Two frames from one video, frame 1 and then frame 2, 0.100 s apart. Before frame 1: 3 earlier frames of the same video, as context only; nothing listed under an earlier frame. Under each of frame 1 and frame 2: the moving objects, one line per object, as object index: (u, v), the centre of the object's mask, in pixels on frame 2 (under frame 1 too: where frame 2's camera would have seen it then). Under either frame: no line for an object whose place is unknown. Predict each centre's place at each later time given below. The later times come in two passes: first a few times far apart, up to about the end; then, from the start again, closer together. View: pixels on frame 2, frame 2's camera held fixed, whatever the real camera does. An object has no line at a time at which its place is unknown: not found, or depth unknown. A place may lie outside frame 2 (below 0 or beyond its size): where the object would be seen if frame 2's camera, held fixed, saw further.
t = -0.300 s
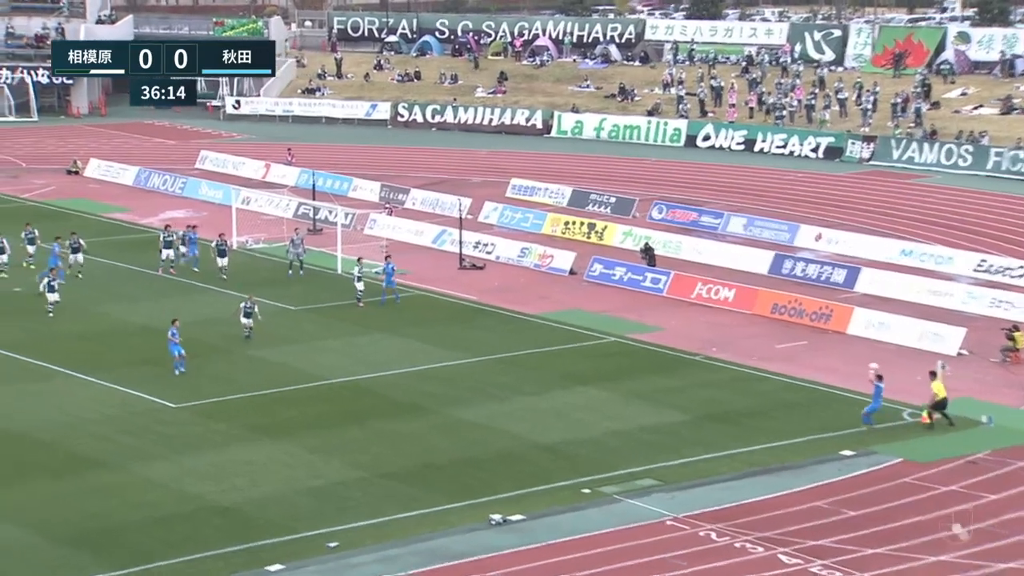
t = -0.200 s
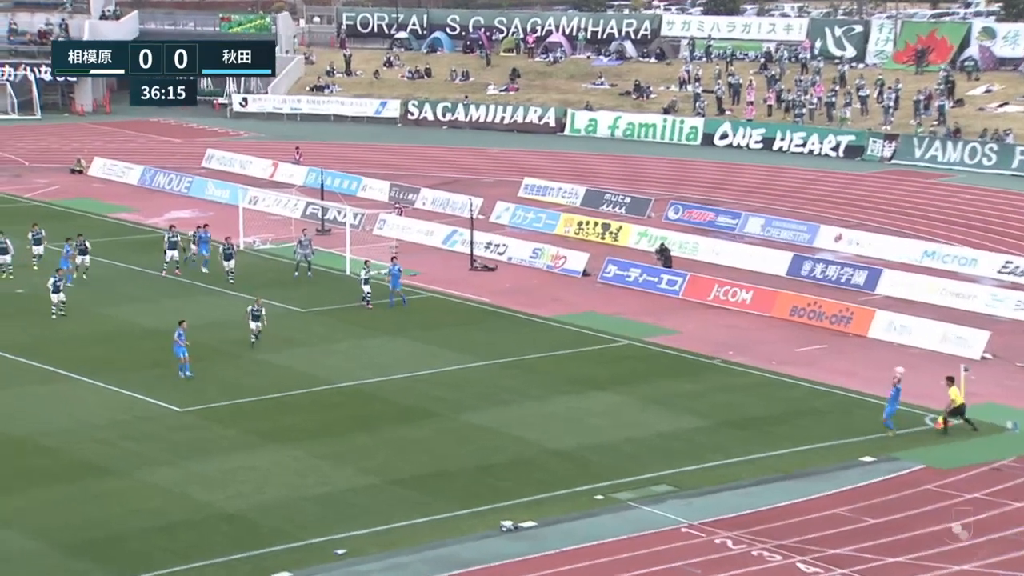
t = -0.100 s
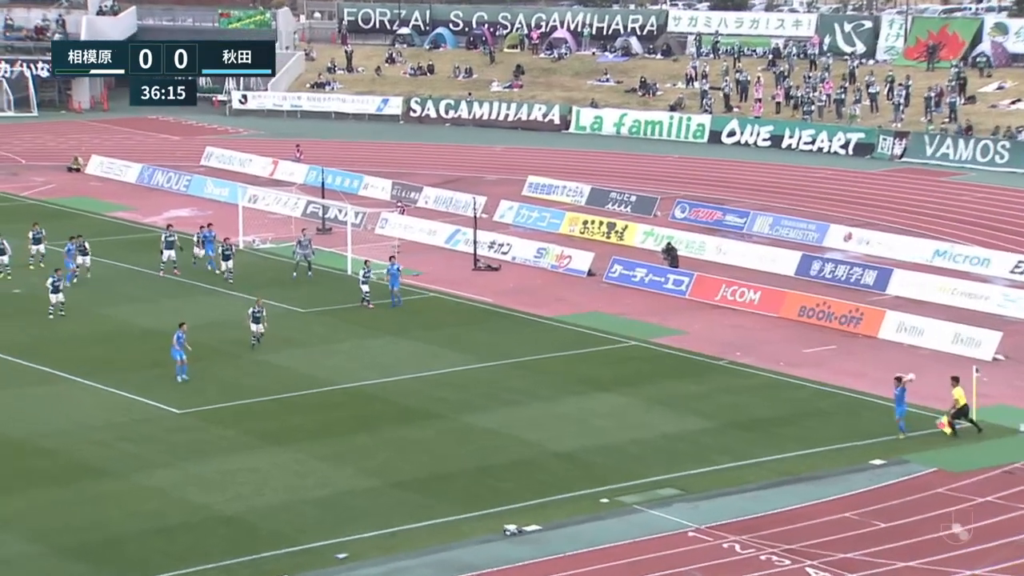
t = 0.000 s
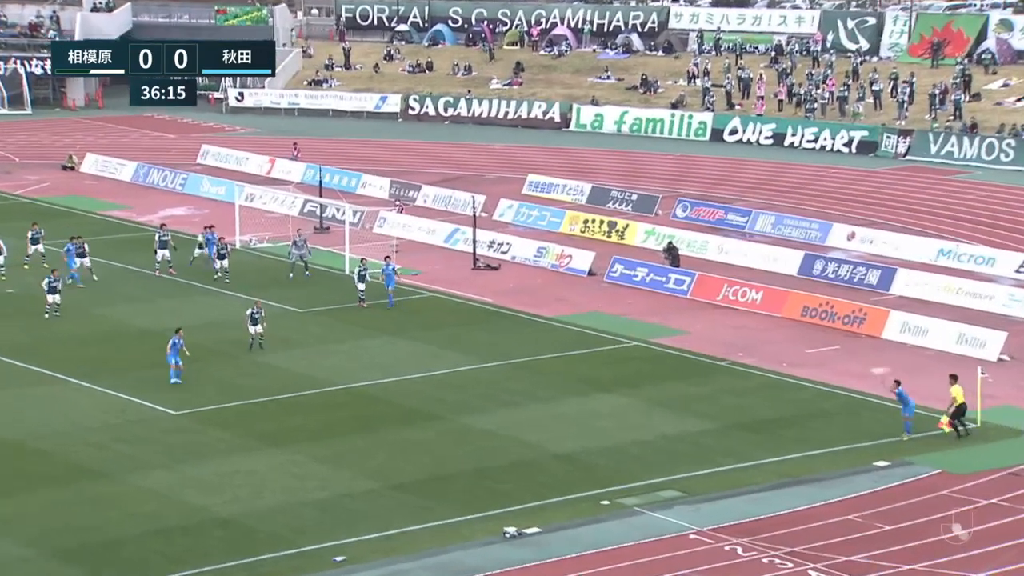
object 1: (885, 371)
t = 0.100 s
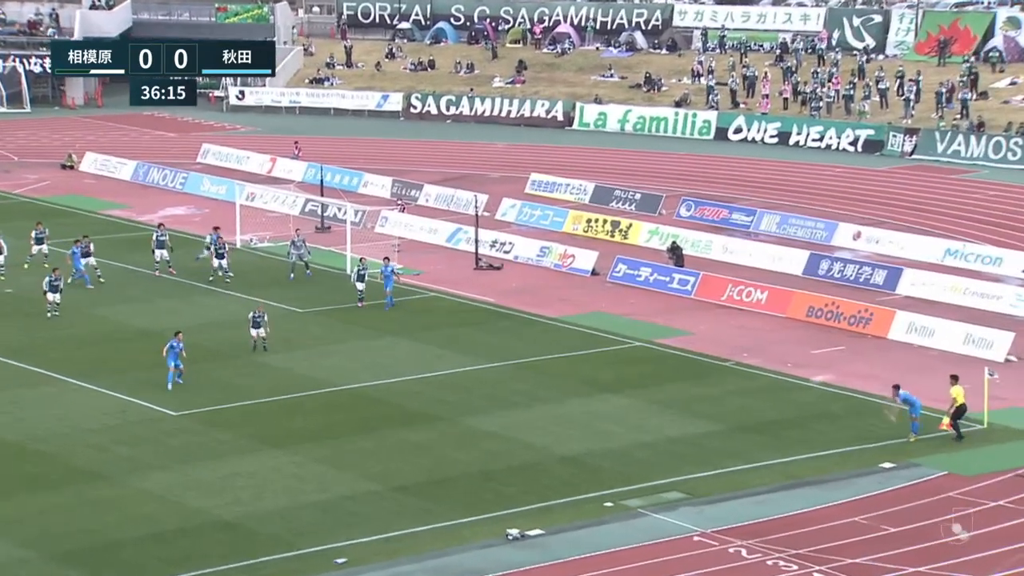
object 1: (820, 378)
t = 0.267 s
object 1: (715, 395)
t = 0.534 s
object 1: (554, 432)
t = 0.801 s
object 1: (407, 453)
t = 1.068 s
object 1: (280, 457)
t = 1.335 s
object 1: (154, 476)
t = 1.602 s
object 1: (47, 484)
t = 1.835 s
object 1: (-31, 489)
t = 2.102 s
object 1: (-108, 499)
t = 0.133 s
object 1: (805, 381)
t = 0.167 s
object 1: (781, 384)
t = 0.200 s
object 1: (756, 388)
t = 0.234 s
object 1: (737, 391)
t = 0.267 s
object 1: (715, 395)
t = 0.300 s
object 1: (695, 400)
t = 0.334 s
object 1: (675, 404)
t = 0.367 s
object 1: (655, 407)
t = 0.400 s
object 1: (635, 412)
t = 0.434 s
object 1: (616, 417)
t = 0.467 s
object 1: (595, 422)
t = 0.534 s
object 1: (554, 432)
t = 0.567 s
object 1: (535, 438)
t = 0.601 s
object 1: (515, 443)
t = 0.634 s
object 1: (495, 450)
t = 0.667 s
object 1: (476, 455)
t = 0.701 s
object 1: (456, 460)
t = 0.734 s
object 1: (440, 458)
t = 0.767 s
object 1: (424, 455)
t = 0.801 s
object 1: (407, 453)
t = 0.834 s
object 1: (392, 452)
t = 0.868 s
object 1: (376, 451)
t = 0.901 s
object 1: (359, 451)
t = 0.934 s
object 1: (340, 451)
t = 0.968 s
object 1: (328, 452)
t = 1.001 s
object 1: (311, 453)
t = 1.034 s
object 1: (294, 455)
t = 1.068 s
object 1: (280, 457)
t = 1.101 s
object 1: (262, 460)
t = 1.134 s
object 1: (243, 464)
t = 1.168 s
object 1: (231, 467)
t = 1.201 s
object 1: (214, 471)
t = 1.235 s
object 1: (198, 477)
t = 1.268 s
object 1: (183, 479)
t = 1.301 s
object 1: (169, 477)
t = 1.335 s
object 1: (154, 476)
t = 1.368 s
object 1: (143, 475)
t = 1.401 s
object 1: (127, 475)
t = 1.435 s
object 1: (114, 475)
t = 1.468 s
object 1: (101, 476)
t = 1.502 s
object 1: (87, 477)
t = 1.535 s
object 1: (73, 479)
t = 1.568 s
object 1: (61, 481)
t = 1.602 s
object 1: (47, 484)
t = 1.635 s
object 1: (32, 487)
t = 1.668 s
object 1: (20, 490)
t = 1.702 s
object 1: (10, 489)
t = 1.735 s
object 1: (0, 488)
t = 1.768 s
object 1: (-10, 488)
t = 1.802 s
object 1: (-21, 488)
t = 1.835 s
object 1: (-31, 489)
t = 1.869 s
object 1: (-41, 490)
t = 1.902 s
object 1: (-51, 492)
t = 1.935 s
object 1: (-62, 495)
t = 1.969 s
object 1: (-72, 497)
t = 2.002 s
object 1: (-81, 497)
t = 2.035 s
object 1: (-91, 498)
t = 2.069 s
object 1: (-99, 498)
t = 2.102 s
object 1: (-108, 499)
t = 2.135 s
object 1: (-117, 500)
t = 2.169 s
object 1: (-126, 502)
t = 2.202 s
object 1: (-135, 502)
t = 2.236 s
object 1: (-144, 502)
